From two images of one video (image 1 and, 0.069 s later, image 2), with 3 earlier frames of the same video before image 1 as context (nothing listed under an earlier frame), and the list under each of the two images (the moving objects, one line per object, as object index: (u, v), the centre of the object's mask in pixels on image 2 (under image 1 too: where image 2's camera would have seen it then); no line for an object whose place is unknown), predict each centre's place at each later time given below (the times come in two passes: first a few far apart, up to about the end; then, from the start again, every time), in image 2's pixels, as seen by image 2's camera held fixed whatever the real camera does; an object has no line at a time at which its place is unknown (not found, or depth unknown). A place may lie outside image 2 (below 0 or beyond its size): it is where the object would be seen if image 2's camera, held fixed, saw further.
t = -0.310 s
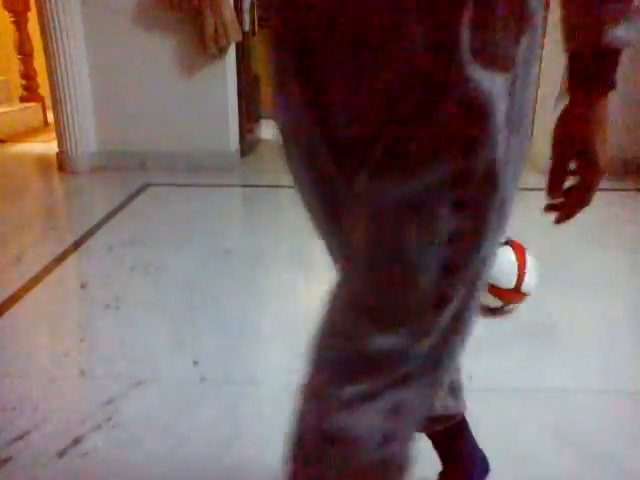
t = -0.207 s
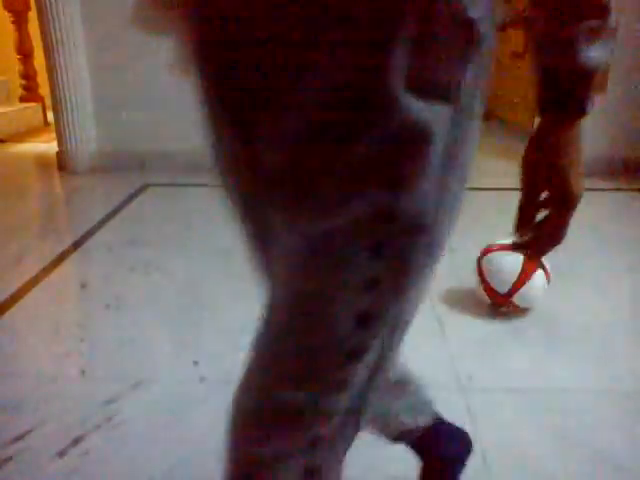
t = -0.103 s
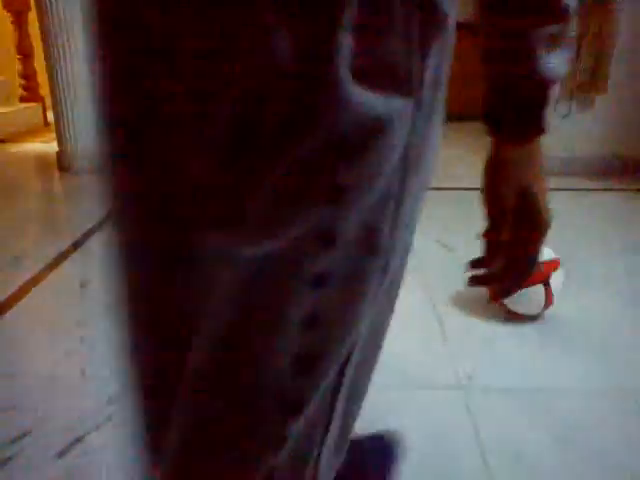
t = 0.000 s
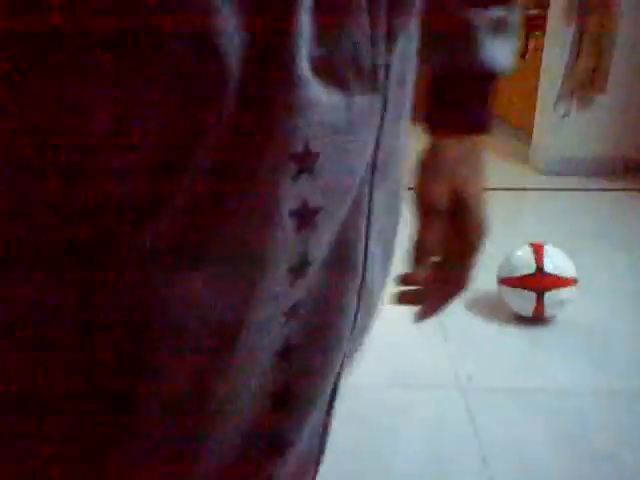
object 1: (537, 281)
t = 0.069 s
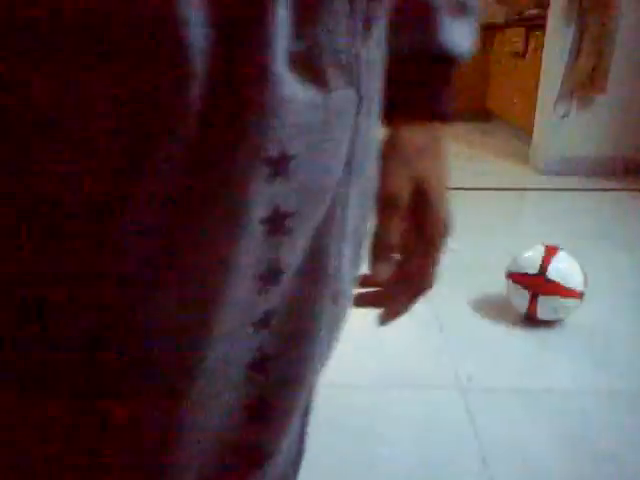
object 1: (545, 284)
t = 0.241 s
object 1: (565, 288)
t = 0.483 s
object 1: (587, 295)
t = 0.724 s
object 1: (611, 301)
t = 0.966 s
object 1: (623, 303)
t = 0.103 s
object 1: (550, 285)
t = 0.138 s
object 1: (554, 286)
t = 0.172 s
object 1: (557, 287)
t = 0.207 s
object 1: (561, 287)
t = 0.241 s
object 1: (565, 288)
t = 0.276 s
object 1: (567, 288)
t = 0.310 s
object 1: (571, 288)
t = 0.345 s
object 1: (576, 291)
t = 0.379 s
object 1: (580, 292)
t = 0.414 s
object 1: (584, 296)
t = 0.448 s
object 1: (584, 295)
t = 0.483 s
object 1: (587, 295)
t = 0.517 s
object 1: (592, 298)
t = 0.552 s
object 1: (594, 296)
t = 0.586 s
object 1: (598, 298)
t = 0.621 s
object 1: (601, 298)
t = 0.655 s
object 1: (606, 300)
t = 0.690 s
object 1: (609, 301)
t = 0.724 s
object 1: (611, 301)
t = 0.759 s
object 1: (612, 302)
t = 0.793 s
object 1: (614, 302)
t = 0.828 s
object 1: (616, 301)
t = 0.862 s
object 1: (618, 302)
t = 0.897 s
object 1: (620, 301)
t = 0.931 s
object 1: (622, 302)
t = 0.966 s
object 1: (623, 303)
